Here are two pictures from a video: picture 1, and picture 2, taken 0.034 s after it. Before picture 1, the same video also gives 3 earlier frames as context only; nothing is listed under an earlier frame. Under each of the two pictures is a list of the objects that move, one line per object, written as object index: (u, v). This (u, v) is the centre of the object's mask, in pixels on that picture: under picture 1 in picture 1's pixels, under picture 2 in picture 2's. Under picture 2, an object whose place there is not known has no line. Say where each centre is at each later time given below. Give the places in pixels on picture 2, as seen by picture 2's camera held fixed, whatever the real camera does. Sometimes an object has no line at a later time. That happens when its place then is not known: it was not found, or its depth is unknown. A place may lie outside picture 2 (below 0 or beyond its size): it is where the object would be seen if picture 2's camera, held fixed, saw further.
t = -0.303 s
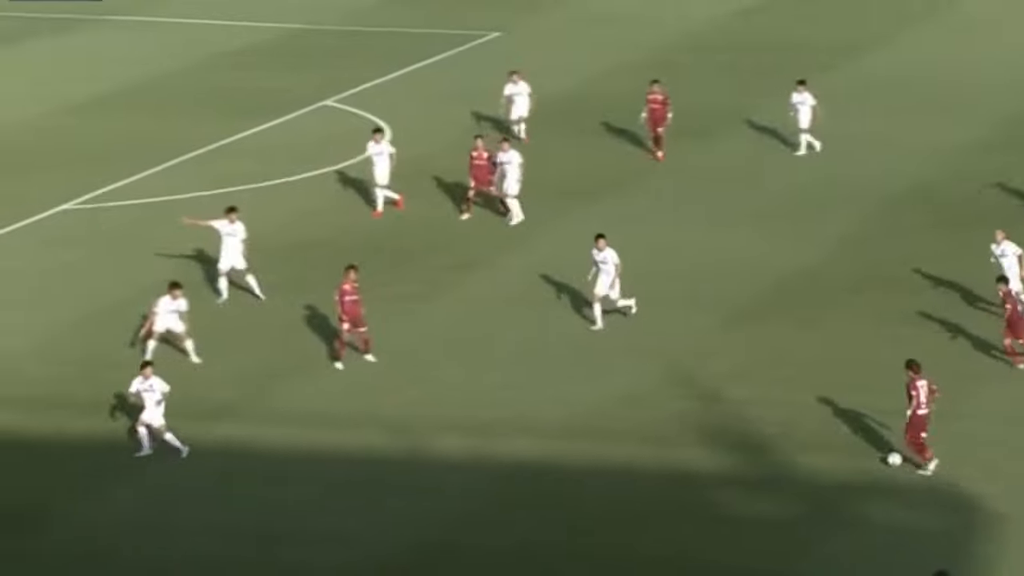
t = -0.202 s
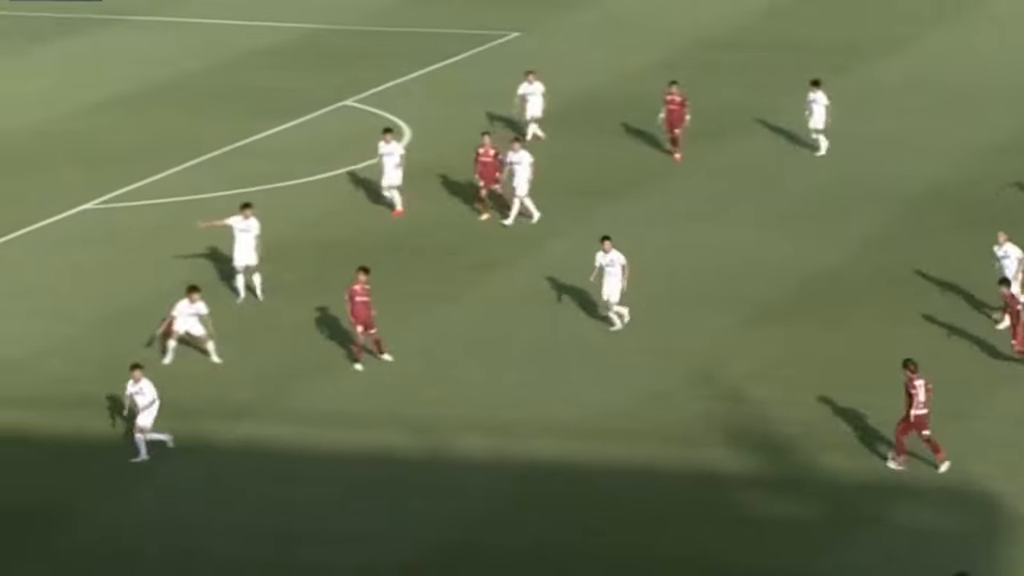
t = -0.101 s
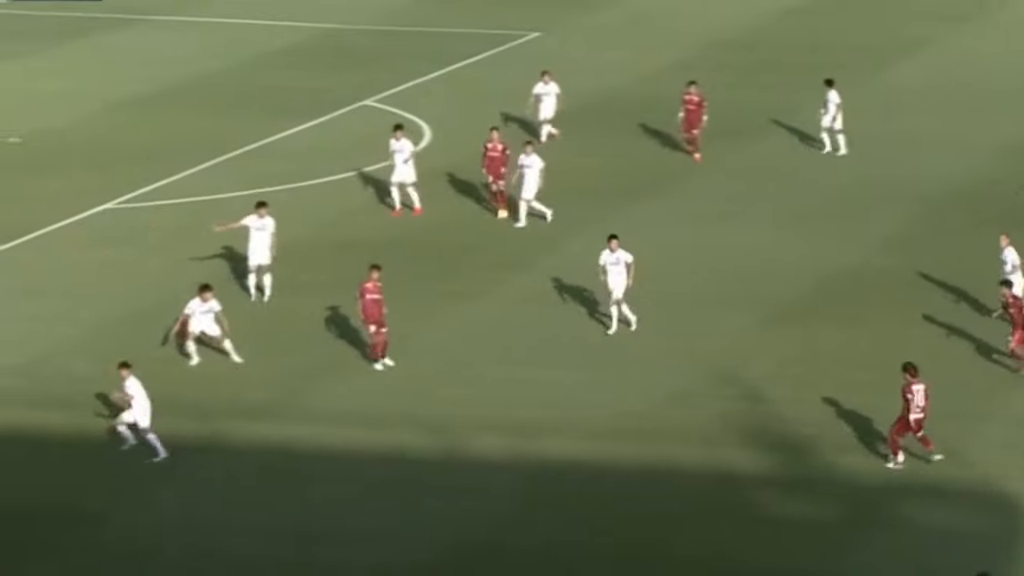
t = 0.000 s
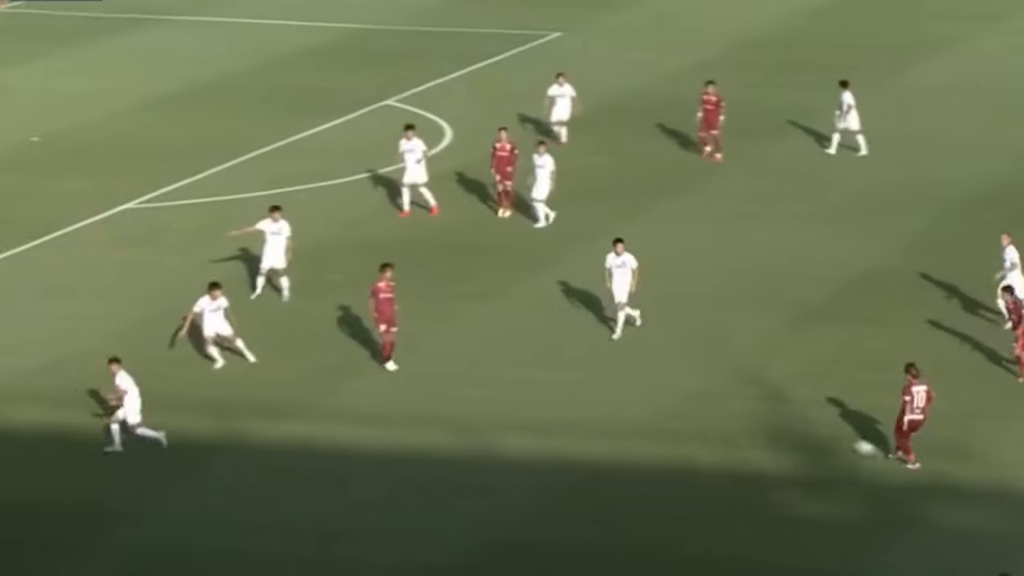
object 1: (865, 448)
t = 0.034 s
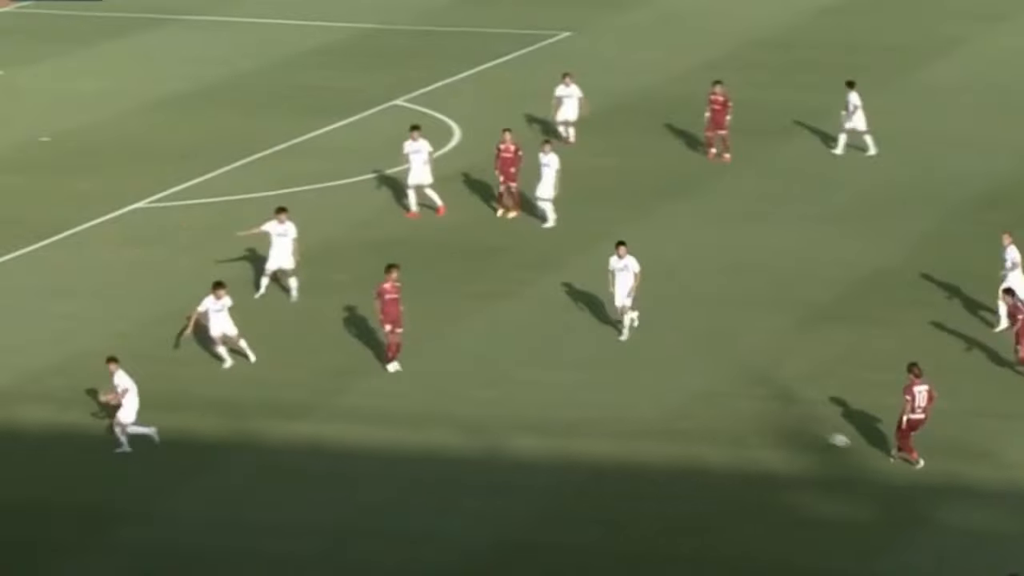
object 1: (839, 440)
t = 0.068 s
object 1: (823, 436)
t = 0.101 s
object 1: (786, 431)
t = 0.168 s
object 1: (736, 427)
